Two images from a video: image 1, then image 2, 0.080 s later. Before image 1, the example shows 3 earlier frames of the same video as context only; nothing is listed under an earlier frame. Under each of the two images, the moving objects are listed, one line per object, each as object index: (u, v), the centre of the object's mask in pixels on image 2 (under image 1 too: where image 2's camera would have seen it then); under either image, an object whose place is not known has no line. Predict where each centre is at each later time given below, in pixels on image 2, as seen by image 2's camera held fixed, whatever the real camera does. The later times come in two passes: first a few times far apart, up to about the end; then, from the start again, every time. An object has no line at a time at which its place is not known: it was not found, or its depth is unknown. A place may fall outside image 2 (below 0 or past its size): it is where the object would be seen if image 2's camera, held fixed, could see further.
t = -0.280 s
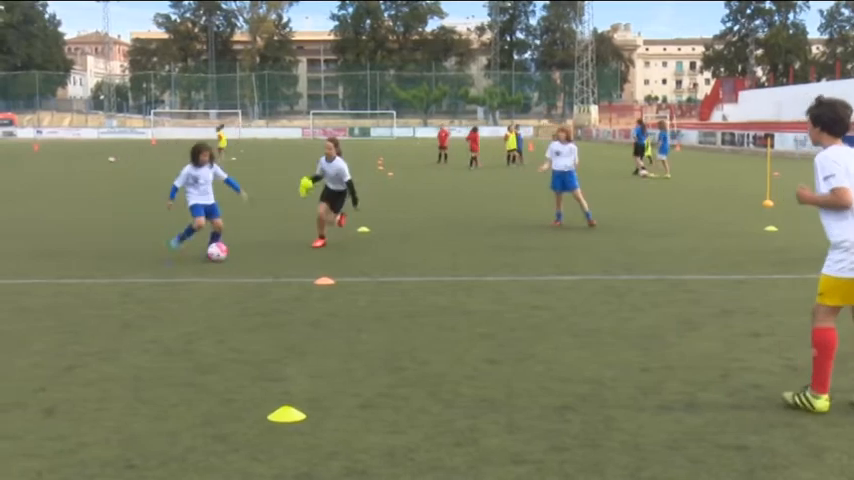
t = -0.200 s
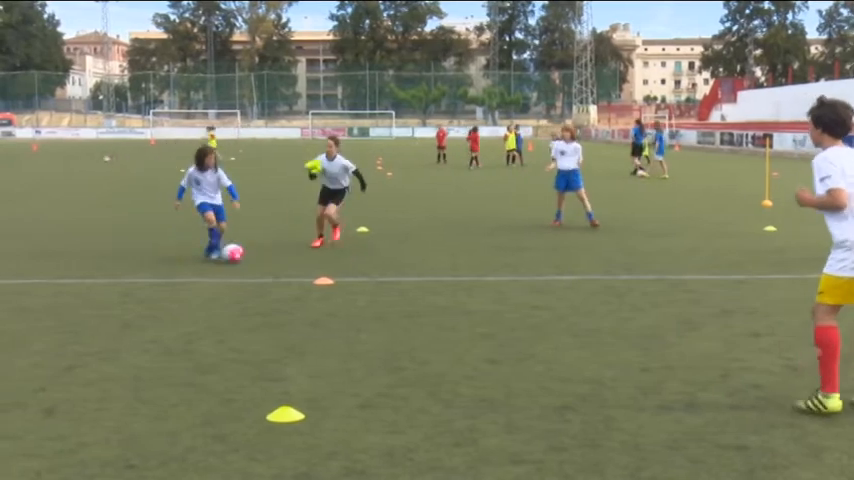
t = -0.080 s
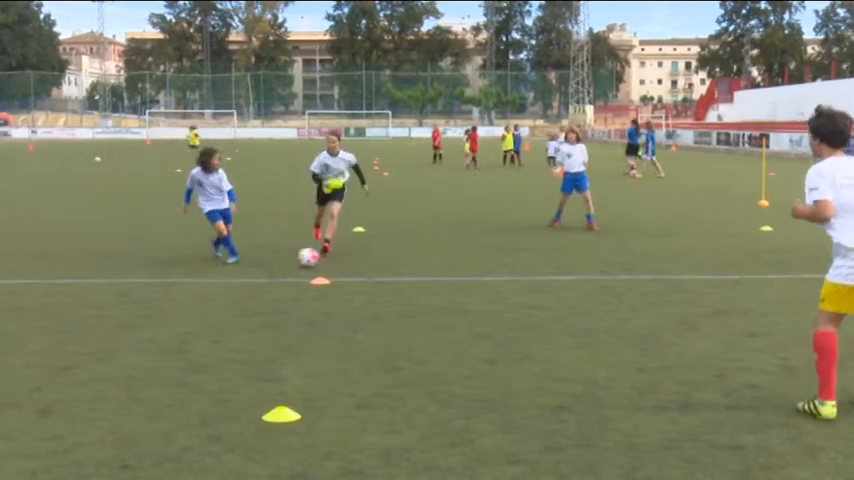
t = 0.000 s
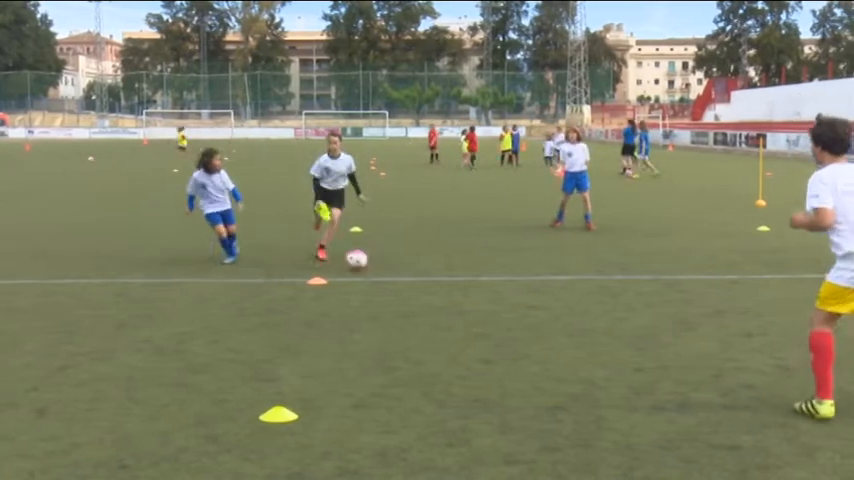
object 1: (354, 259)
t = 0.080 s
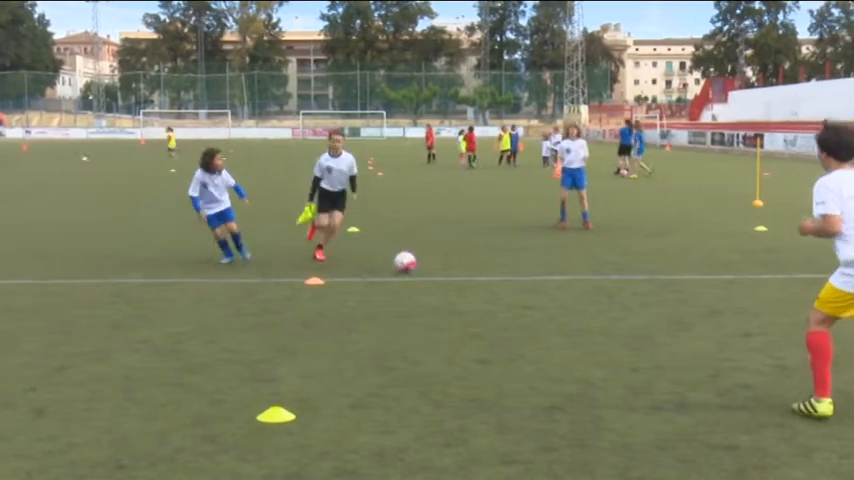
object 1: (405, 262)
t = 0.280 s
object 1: (525, 268)
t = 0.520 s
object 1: (659, 275)
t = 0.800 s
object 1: (817, 284)
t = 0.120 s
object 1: (429, 263)
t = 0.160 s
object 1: (453, 264)
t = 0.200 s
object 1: (478, 266)
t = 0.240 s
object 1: (502, 267)
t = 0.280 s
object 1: (525, 268)
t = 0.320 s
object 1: (548, 269)
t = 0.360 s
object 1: (571, 270)
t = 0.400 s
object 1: (593, 272)
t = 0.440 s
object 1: (615, 272)
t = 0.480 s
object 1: (637, 274)
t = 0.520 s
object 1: (659, 275)
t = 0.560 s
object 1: (681, 276)
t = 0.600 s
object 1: (704, 278)
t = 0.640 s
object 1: (726, 279)
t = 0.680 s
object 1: (748, 280)
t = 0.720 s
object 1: (771, 280)
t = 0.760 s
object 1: (793, 282)
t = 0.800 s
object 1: (817, 284)
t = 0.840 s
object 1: (841, 284)
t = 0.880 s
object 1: (863, 285)
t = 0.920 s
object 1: (886, 287)
